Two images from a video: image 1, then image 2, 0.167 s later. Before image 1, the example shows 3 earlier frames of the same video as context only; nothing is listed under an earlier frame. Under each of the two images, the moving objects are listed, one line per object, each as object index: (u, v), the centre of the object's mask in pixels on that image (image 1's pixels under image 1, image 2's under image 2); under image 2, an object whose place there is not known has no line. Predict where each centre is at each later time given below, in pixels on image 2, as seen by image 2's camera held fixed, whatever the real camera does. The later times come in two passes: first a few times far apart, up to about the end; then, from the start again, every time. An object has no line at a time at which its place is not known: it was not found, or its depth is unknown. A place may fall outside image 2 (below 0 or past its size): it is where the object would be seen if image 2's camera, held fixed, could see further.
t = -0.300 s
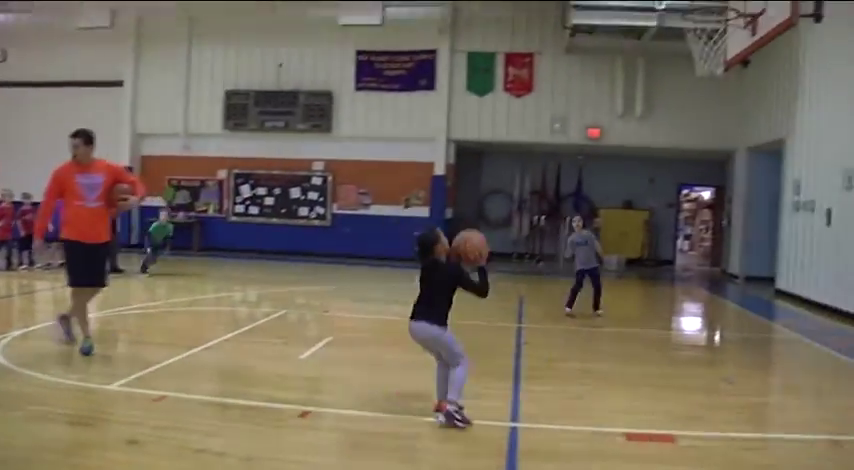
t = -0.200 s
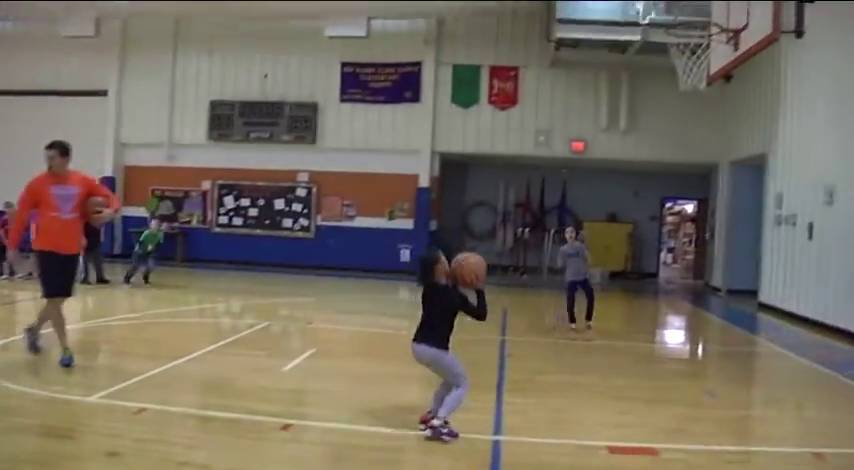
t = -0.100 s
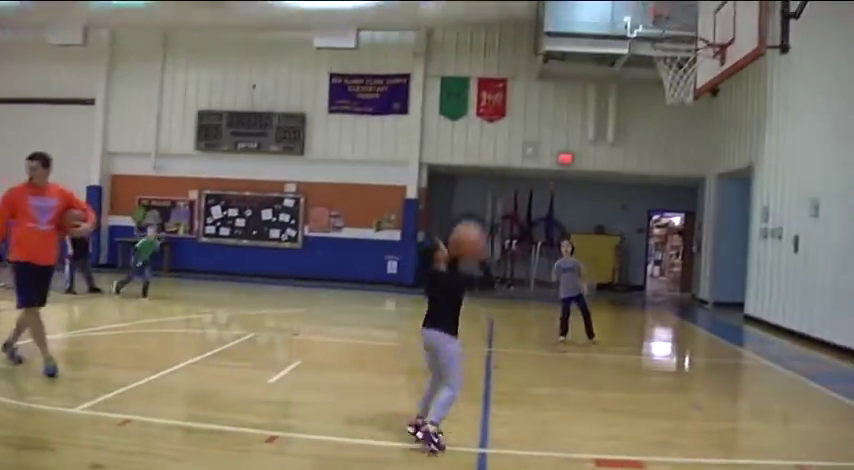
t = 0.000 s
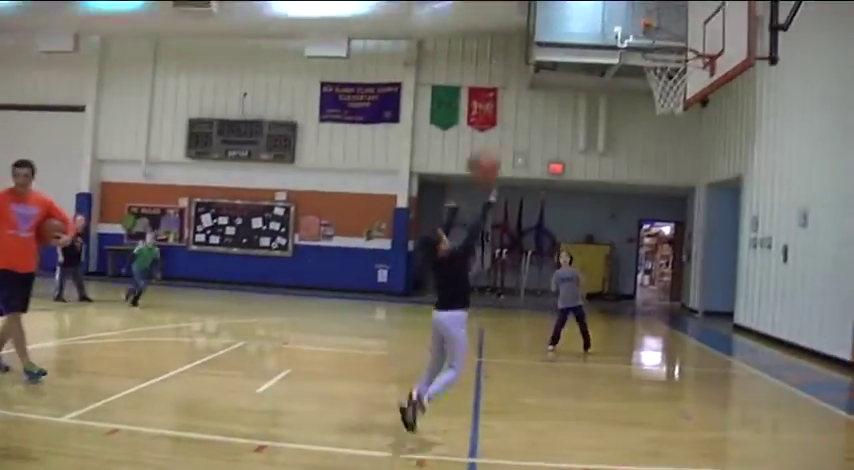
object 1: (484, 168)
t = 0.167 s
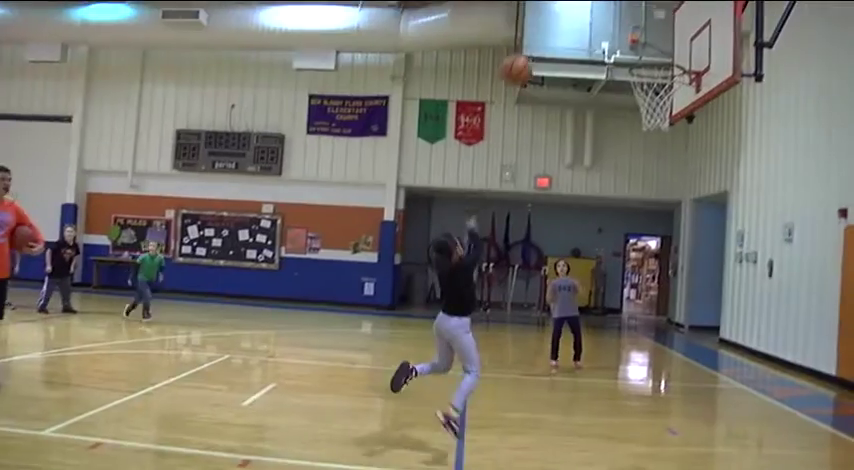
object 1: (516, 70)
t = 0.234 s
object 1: (532, 43)
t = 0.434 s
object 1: (570, 2)
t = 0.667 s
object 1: (604, 13)
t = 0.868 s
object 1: (627, 63)
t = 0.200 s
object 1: (525, 55)
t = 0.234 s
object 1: (532, 43)
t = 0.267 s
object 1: (539, 32)
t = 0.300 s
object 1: (546, 23)
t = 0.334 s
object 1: (552, 15)
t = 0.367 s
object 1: (558, 10)
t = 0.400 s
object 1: (564, 5)
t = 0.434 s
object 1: (570, 2)
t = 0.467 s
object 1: (575, 0)
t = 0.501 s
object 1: (581, 0)
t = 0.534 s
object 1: (586, 0)
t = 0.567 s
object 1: (591, 2)
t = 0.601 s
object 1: (595, 5)
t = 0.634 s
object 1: (599, 8)
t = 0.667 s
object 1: (604, 13)
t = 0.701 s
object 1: (608, 18)
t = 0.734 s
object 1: (612, 26)
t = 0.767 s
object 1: (616, 33)
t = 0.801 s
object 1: (620, 42)
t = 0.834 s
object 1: (623, 53)
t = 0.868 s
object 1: (627, 63)
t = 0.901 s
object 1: (628, 72)
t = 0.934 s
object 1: (637, 71)
